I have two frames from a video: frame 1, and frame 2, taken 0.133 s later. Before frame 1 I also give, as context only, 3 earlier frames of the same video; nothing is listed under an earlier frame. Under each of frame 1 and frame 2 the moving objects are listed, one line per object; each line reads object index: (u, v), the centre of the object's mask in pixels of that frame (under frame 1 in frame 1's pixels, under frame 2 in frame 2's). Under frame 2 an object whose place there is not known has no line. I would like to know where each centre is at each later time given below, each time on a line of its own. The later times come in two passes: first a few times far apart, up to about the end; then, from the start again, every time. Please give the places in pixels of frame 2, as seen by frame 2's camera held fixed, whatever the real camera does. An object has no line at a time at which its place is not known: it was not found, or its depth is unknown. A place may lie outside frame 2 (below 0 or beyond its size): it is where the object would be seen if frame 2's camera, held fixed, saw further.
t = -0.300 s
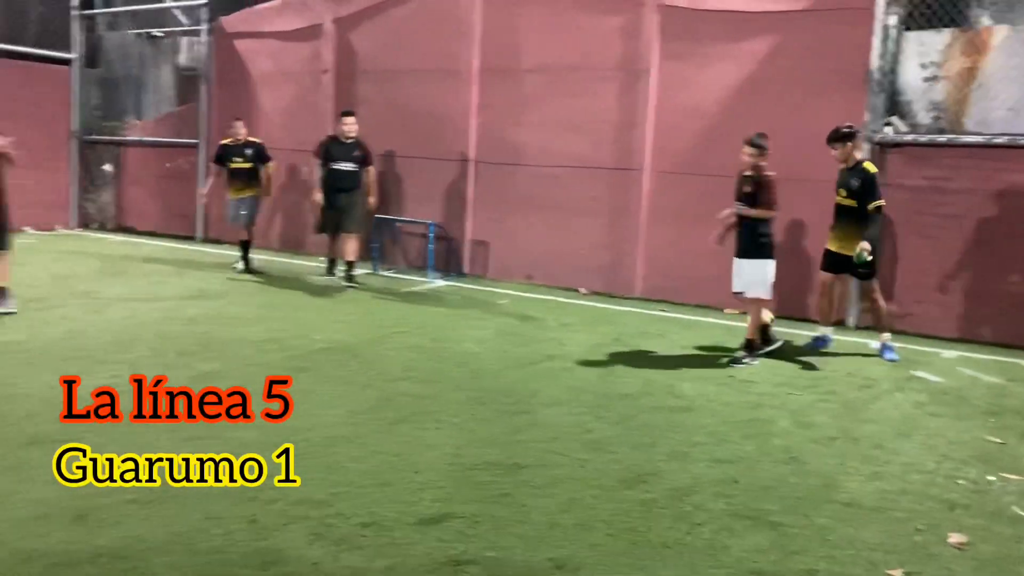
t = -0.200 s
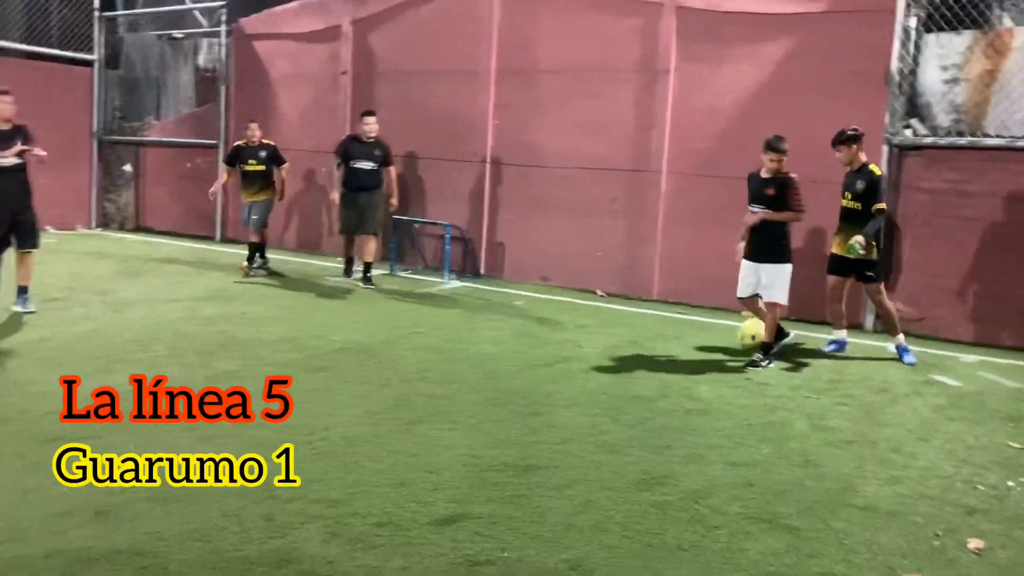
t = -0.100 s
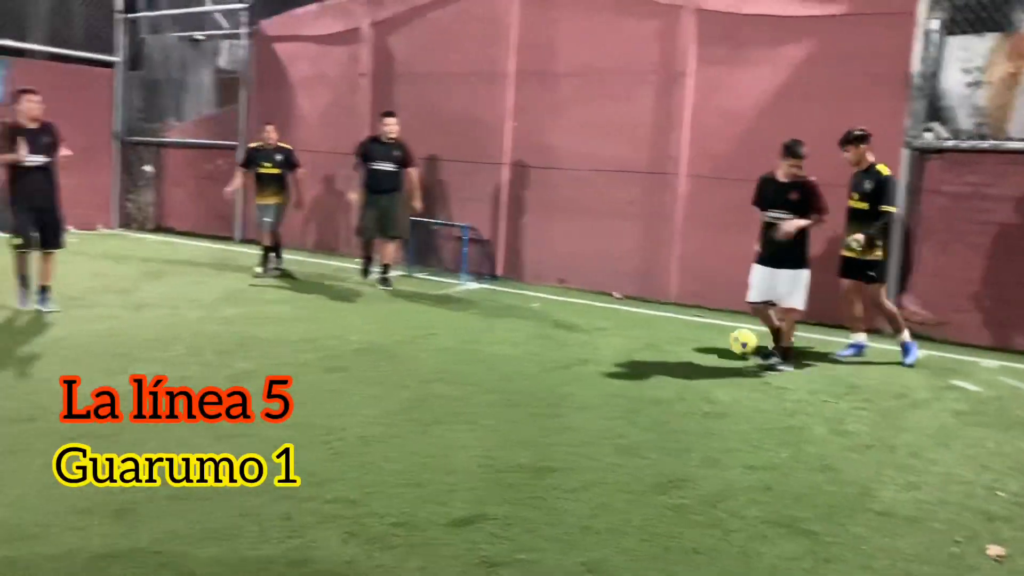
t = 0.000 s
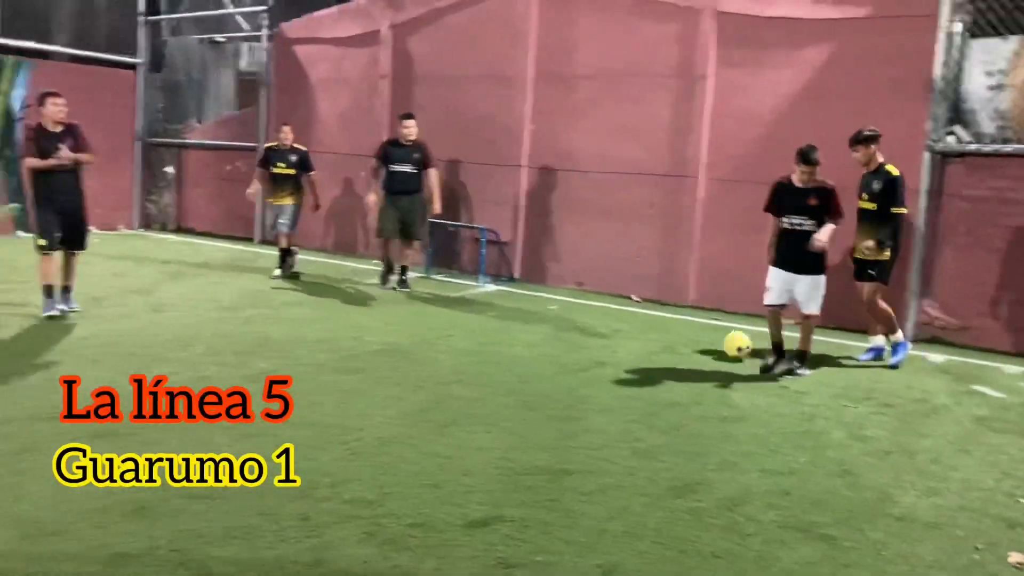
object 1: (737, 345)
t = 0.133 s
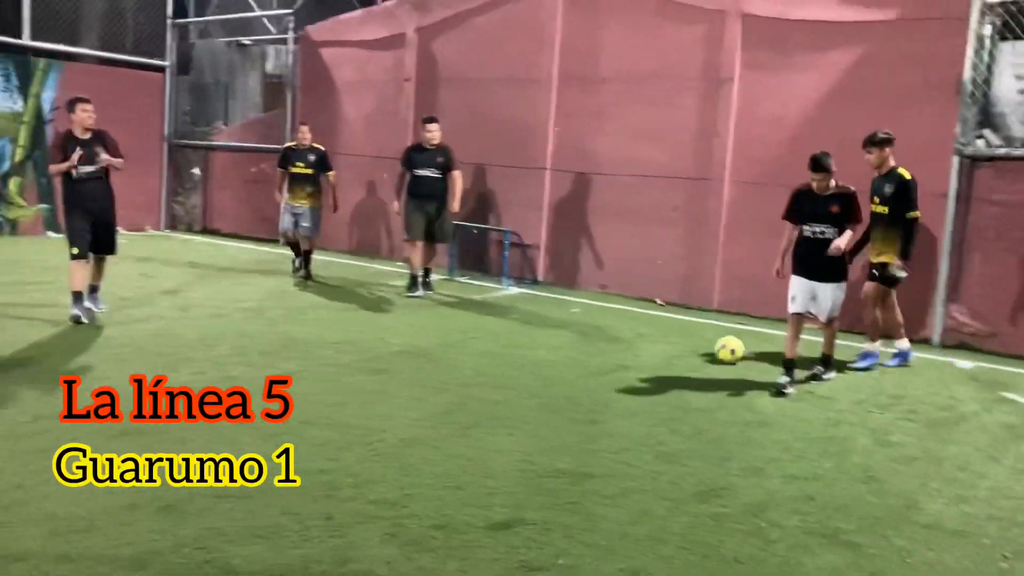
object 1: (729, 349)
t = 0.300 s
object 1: (690, 346)
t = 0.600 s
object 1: (624, 341)
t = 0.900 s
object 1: (562, 337)
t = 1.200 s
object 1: (504, 334)
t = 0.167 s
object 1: (721, 348)
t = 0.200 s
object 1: (713, 348)
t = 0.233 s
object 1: (705, 347)
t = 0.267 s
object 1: (698, 347)
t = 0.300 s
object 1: (690, 346)
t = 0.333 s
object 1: (683, 345)
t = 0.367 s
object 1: (675, 345)
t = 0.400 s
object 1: (667, 344)
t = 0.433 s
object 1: (659, 344)
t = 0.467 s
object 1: (652, 344)
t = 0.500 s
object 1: (645, 343)
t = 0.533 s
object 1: (638, 342)
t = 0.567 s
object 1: (630, 342)
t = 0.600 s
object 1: (624, 341)
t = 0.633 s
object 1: (616, 341)
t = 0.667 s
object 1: (609, 341)
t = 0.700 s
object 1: (602, 340)
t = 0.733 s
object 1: (596, 340)
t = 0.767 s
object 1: (589, 339)
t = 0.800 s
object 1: (582, 338)
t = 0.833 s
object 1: (575, 338)
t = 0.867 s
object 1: (569, 338)
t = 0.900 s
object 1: (562, 337)
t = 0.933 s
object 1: (555, 337)
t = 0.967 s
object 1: (548, 336)
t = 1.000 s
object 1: (543, 336)
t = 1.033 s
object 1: (535, 335)
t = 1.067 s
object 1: (530, 335)
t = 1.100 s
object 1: (523, 335)
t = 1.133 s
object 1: (517, 335)
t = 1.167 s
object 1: (510, 334)
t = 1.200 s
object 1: (504, 334)
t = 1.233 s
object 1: (498, 333)
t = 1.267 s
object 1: (492, 333)
